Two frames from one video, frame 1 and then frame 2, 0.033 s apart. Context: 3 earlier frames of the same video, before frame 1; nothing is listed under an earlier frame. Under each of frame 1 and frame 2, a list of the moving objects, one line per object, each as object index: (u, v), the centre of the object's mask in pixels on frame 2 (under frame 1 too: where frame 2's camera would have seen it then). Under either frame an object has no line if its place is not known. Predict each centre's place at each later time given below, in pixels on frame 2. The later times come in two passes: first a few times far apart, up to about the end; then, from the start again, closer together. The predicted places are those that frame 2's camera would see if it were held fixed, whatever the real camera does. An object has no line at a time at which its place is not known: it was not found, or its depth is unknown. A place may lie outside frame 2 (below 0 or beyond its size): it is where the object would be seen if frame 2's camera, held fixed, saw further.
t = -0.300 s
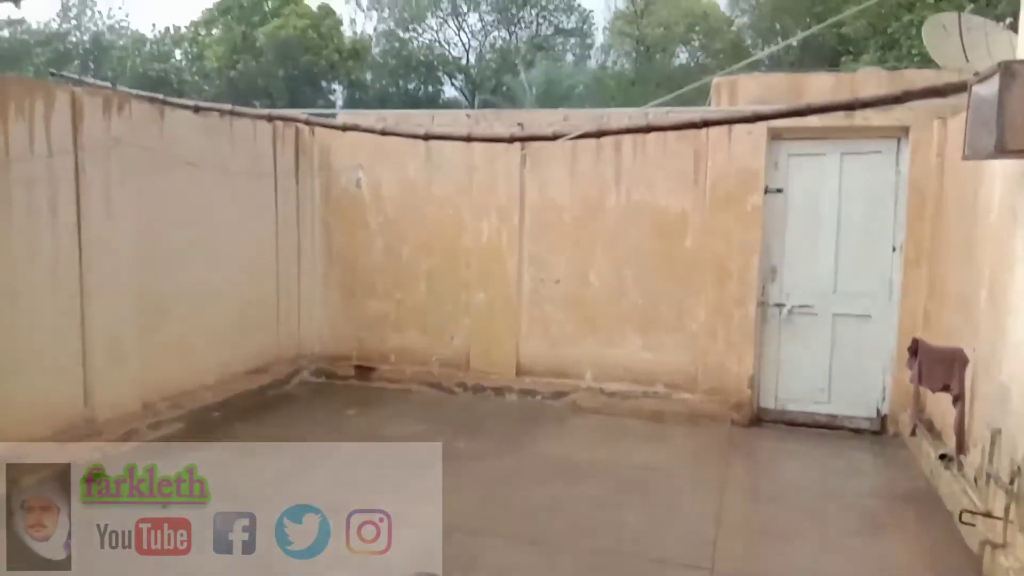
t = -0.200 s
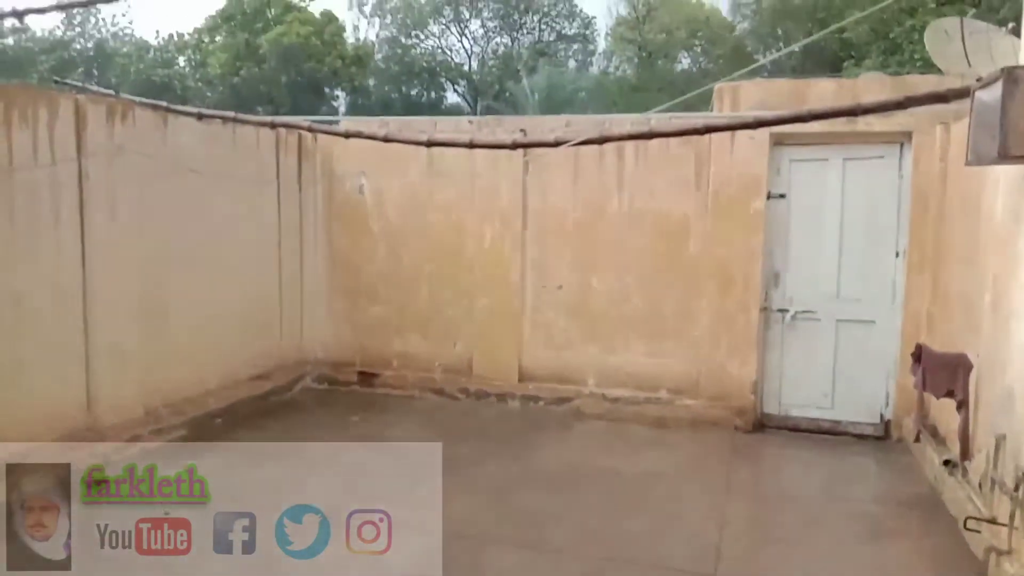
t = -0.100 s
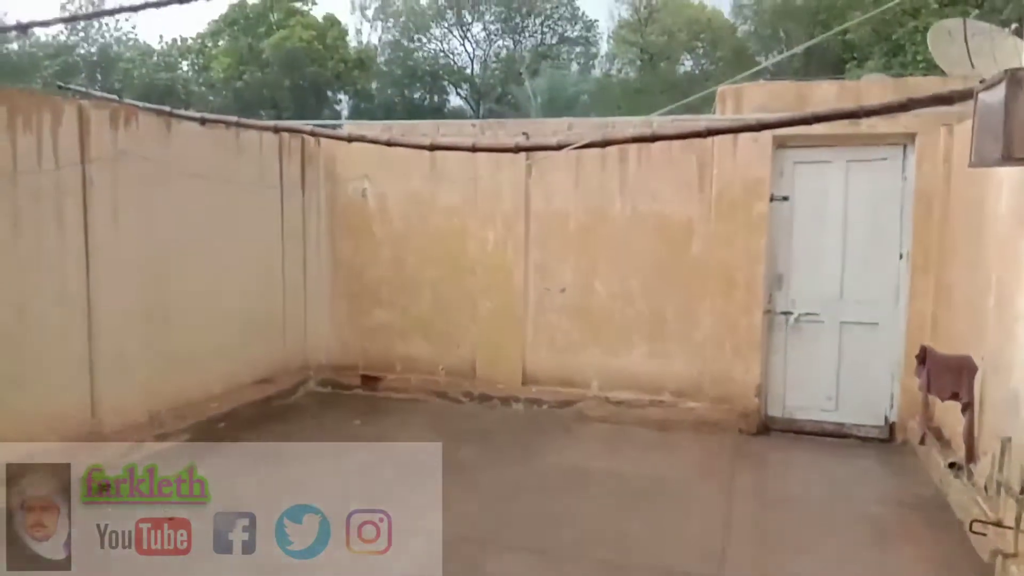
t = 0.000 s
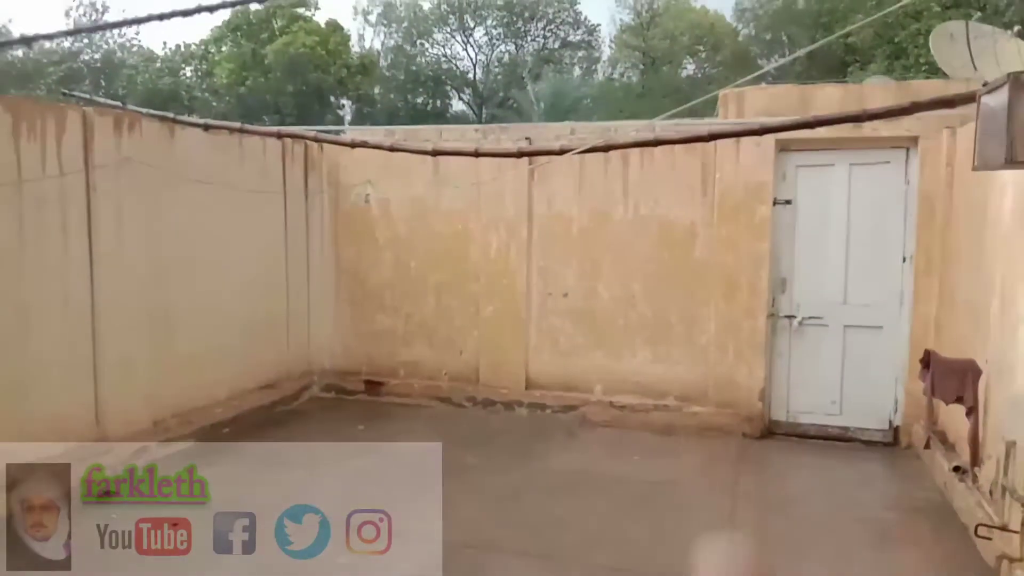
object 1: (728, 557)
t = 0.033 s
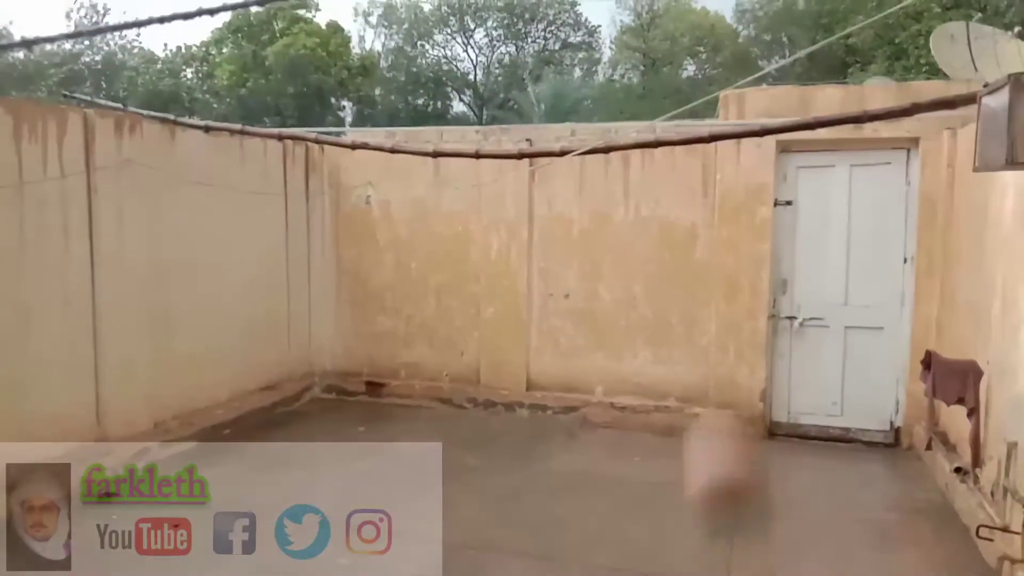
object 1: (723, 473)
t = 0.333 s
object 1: (690, 14)
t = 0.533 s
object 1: (674, 13)
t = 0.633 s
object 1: (671, 38)
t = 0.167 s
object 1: (705, 147)
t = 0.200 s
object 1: (700, 96)
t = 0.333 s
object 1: (690, 14)
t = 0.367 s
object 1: (687, 9)
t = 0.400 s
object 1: (684, 4)
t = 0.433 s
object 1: (682, 2)
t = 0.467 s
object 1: (681, 3)
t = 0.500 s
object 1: (677, 5)
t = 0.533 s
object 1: (674, 13)
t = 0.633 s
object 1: (671, 38)
